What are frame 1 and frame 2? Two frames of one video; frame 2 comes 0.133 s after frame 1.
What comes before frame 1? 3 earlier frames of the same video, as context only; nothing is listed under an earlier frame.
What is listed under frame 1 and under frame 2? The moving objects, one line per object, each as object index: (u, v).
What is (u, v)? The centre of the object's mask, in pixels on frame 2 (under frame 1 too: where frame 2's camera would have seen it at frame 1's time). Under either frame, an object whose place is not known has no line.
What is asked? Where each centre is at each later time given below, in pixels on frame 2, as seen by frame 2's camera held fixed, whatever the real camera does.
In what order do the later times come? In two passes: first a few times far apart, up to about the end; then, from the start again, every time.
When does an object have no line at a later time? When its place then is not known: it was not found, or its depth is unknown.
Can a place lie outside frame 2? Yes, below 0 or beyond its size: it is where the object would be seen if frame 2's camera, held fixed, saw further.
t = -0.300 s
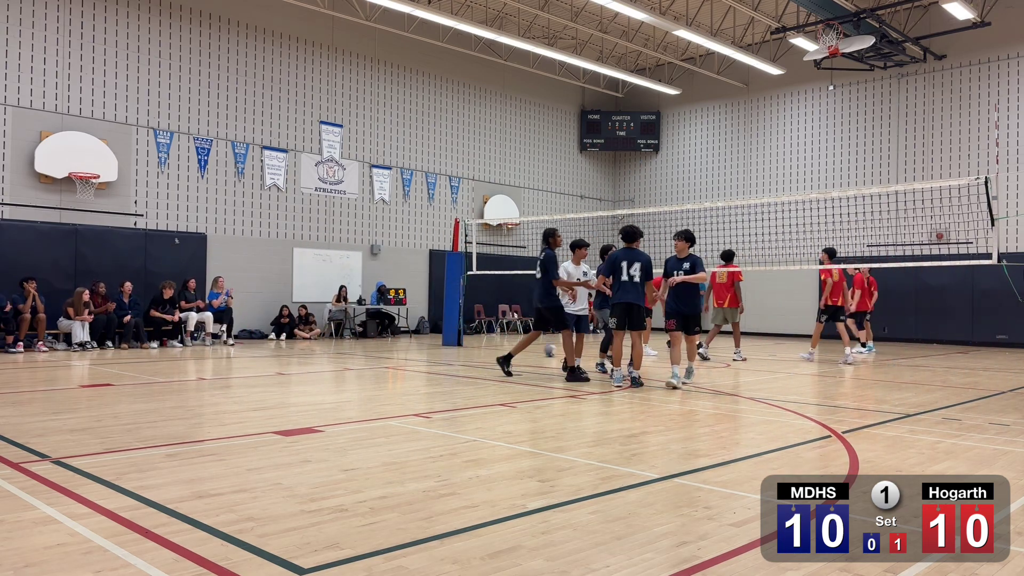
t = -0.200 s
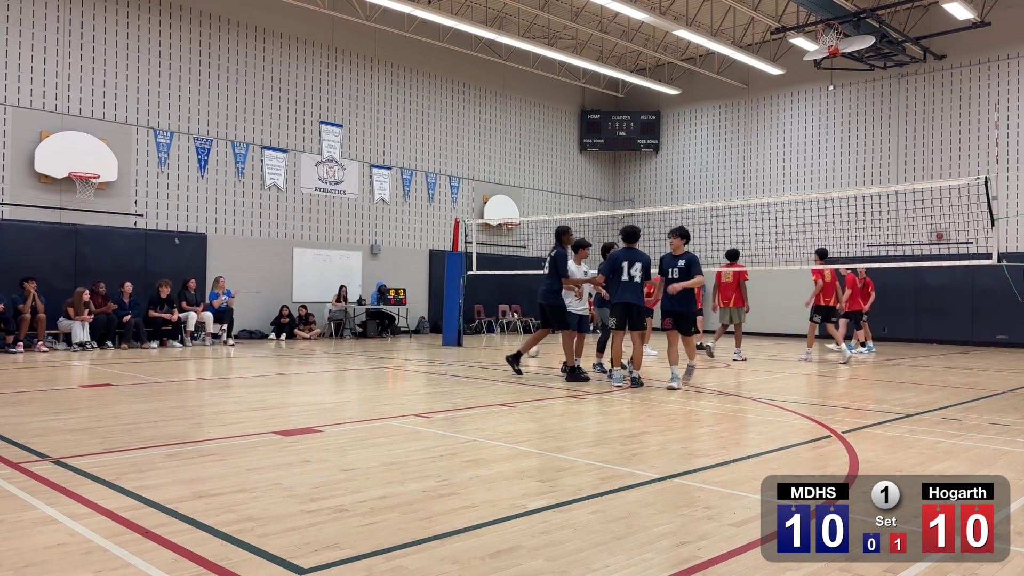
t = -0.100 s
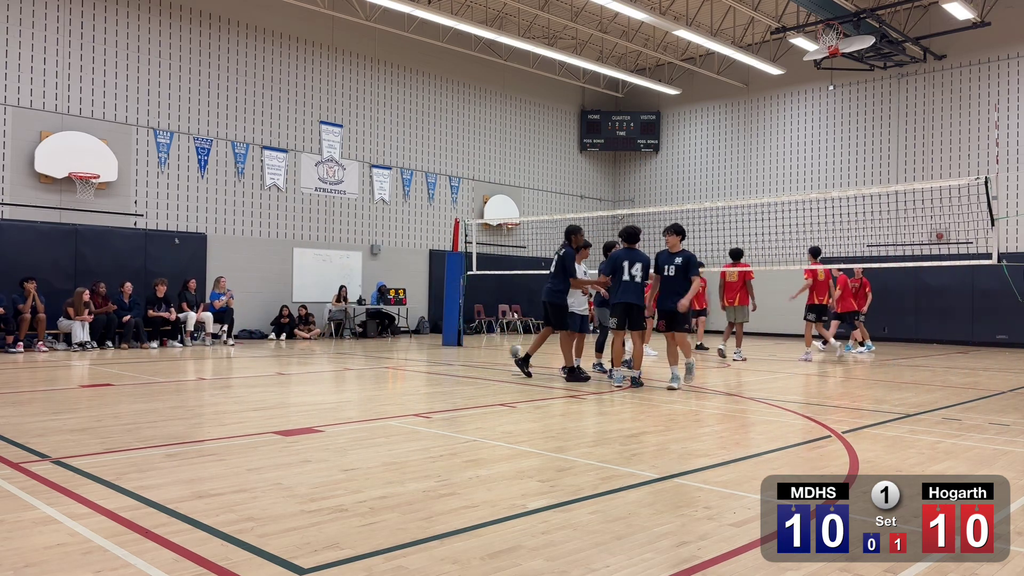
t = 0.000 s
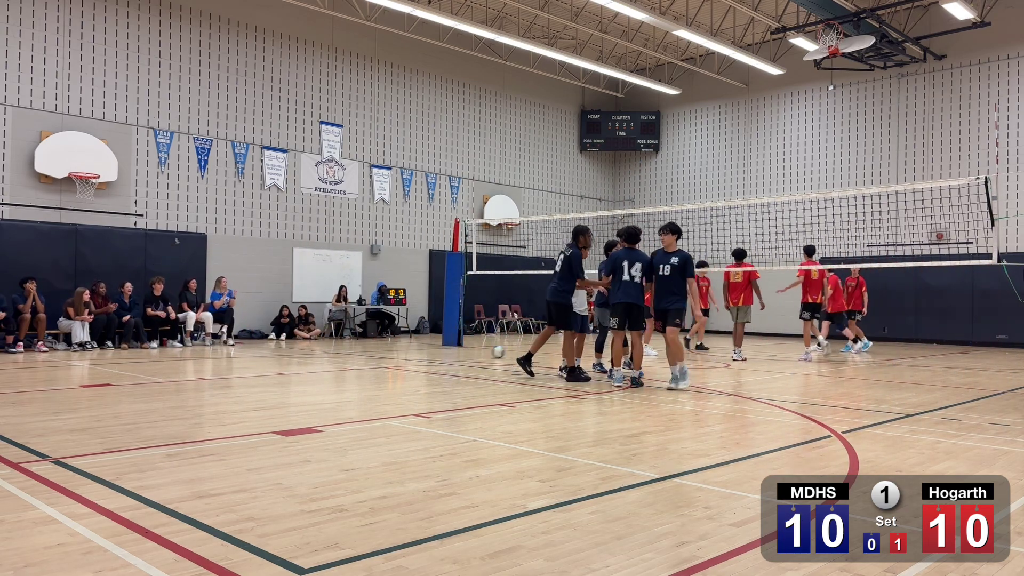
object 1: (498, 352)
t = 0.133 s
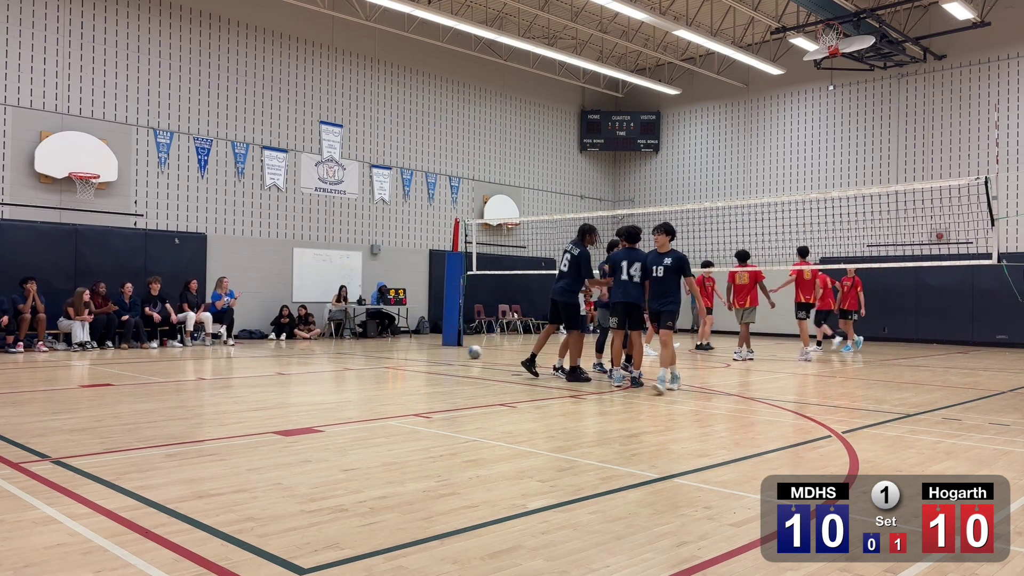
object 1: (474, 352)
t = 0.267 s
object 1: (450, 353)
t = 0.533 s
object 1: (401, 354)
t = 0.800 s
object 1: (349, 355)
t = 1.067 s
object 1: (296, 357)
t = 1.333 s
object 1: (239, 359)
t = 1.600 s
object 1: (181, 361)
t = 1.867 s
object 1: (121, 363)
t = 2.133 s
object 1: (56, 365)
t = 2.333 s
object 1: (8, 367)
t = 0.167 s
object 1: (469, 352)
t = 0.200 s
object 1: (462, 352)
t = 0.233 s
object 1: (456, 352)
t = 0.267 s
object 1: (450, 353)
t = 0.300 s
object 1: (444, 353)
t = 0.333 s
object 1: (438, 353)
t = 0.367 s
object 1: (432, 353)
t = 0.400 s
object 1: (426, 353)
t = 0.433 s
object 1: (420, 353)
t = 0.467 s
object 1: (413, 354)
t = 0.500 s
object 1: (407, 354)
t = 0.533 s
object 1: (401, 354)
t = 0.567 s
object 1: (395, 354)
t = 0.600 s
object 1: (389, 354)
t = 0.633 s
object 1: (382, 355)
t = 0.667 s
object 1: (375, 355)
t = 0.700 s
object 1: (368, 356)
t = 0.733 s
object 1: (362, 355)
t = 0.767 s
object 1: (356, 355)
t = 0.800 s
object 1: (349, 355)
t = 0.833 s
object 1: (343, 356)
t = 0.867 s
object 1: (336, 356)
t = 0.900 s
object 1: (329, 357)
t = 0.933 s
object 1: (322, 357)
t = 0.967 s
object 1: (315, 356)
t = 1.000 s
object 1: (308, 357)
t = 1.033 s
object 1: (302, 357)
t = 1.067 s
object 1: (296, 357)
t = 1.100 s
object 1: (289, 357)
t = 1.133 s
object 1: (281, 357)
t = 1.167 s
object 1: (274, 357)
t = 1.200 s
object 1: (267, 358)
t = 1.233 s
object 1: (260, 358)
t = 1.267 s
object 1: (253, 359)
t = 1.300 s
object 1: (247, 359)
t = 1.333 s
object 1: (239, 359)
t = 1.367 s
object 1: (231, 360)
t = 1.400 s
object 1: (225, 360)
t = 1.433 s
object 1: (217, 359)
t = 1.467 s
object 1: (210, 360)
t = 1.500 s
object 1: (203, 360)
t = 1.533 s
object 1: (196, 360)
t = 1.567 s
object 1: (189, 361)
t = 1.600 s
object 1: (181, 361)
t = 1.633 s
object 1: (174, 361)
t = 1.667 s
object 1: (166, 362)
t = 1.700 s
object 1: (158, 362)
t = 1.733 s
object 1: (151, 362)
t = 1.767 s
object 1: (144, 362)
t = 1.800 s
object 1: (136, 362)
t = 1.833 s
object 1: (128, 363)
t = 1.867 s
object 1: (121, 363)
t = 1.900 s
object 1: (112, 363)
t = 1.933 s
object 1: (104, 364)
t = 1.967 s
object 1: (96, 364)
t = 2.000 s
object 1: (88, 364)
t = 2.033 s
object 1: (80, 364)
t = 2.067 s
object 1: (72, 365)
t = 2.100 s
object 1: (63, 365)
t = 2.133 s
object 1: (56, 365)
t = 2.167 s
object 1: (47, 366)
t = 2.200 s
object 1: (39, 366)
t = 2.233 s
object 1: (31, 366)
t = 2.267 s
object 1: (23, 366)
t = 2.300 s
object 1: (14, 367)
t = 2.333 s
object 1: (8, 367)
